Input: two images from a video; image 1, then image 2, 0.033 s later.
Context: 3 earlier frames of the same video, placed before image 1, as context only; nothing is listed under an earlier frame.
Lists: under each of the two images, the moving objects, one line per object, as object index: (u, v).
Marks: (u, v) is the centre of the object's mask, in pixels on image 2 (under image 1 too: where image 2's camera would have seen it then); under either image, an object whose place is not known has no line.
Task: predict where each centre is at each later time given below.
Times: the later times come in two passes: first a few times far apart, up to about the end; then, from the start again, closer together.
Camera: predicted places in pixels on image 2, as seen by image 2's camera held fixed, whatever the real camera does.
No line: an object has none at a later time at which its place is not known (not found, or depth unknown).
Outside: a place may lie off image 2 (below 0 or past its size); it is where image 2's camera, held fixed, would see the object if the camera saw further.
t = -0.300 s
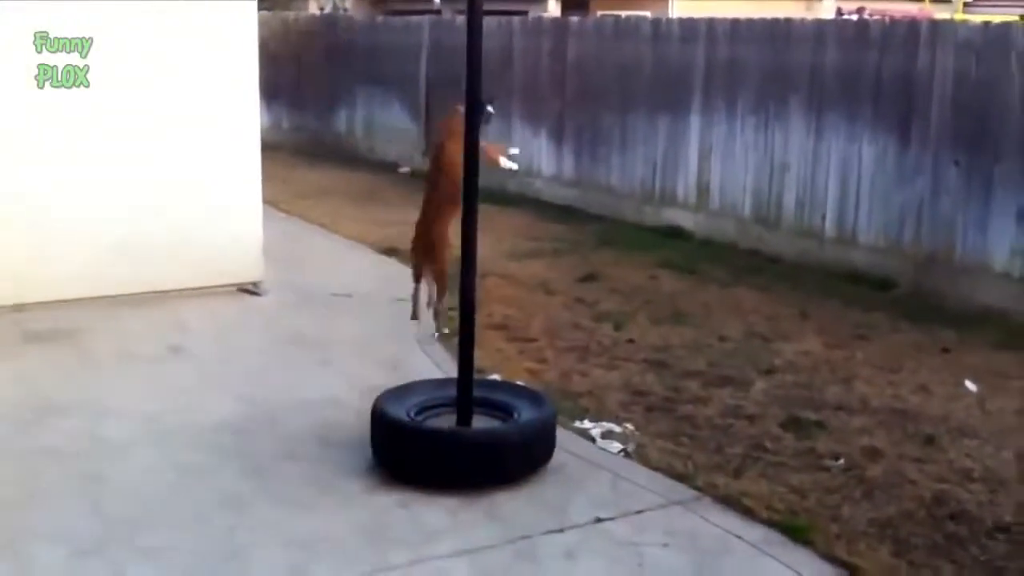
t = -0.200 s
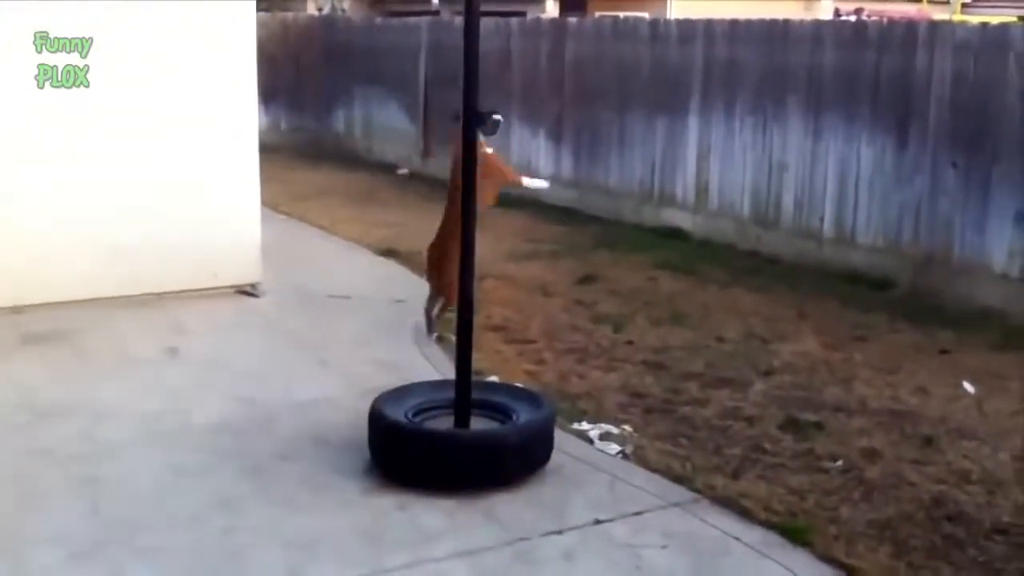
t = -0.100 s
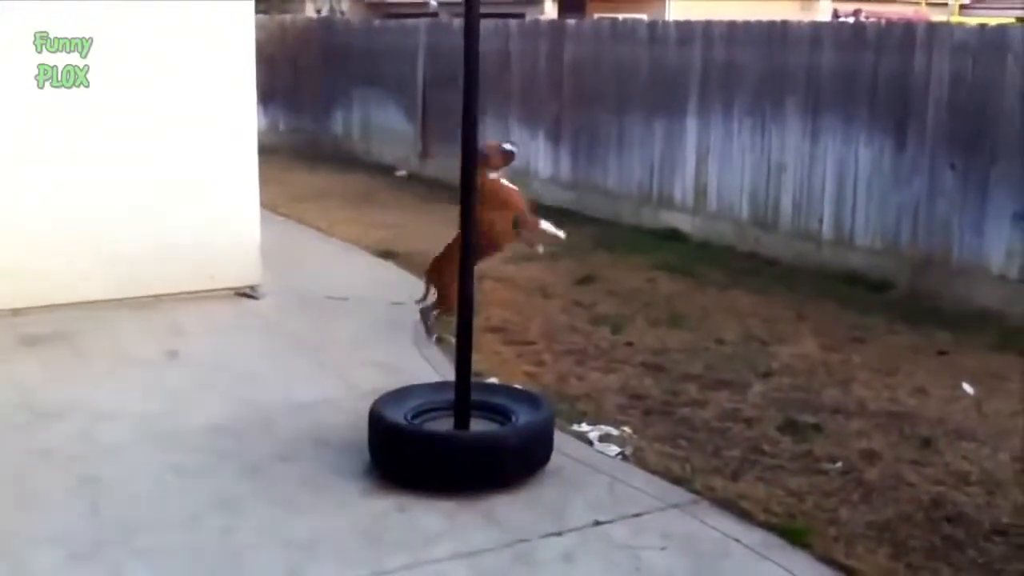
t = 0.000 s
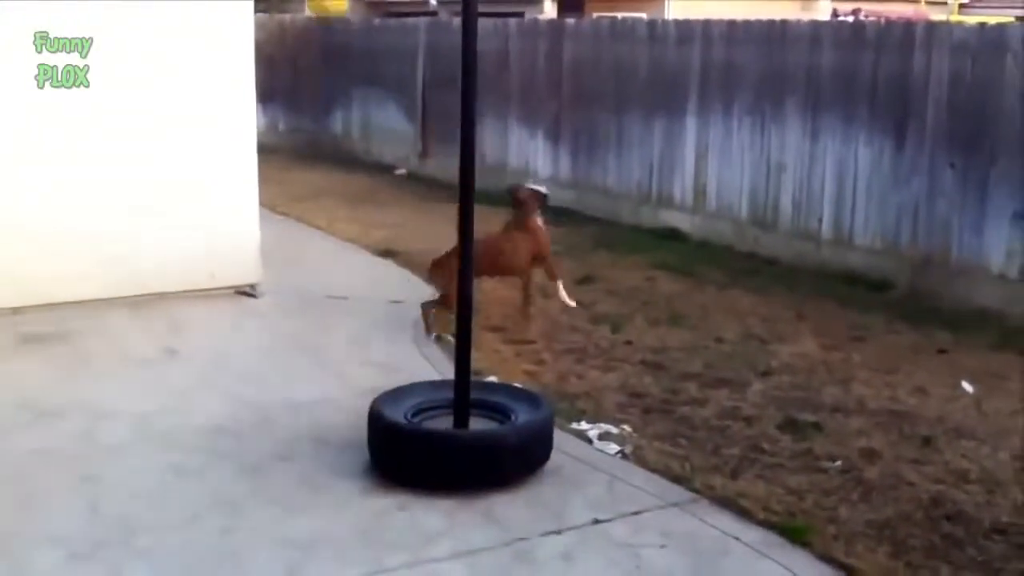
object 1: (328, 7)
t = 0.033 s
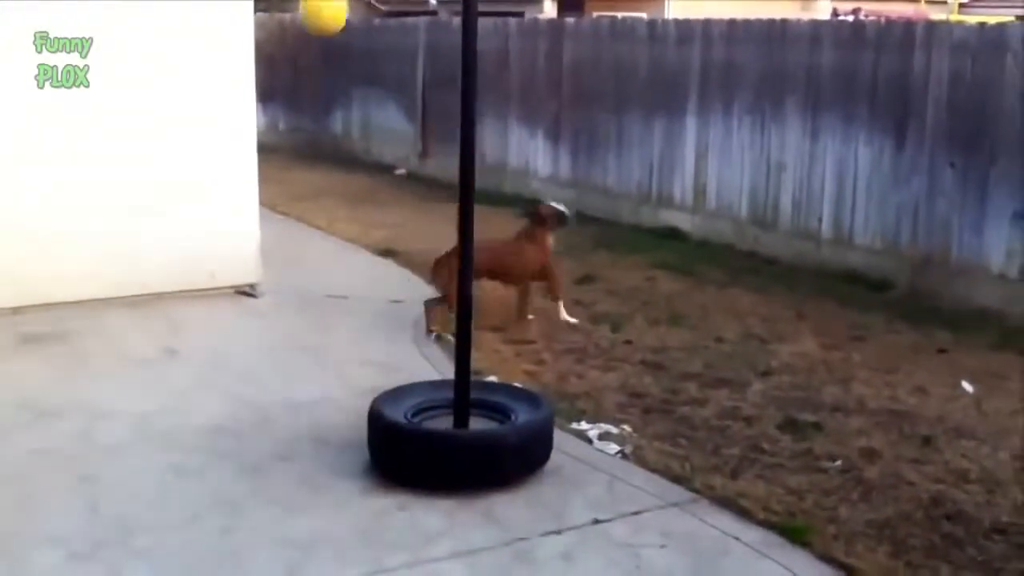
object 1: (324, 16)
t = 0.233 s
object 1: (310, 165)
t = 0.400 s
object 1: (361, 191)
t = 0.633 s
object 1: (421, 228)
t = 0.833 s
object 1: (378, 278)
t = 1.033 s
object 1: (360, 251)
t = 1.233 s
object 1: (356, 271)
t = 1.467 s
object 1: (386, 289)
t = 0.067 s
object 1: (320, 28)
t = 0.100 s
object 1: (318, 52)
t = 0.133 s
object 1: (315, 77)
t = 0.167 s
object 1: (314, 104)
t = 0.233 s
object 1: (310, 165)
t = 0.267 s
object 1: (315, 185)
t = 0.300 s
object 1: (323, 200)
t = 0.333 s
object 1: (335, 201)
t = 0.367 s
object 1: (348, 195)
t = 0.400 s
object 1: (361, 191)
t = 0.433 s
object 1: (374, 190)
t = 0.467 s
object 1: (390, 191)
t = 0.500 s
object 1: (405, 197)
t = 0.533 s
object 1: (421, 203)
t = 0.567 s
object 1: (435, 214)
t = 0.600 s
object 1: (430, 217)
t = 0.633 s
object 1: (421, 228)
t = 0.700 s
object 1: (402, 257)
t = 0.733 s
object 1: (393, 275)
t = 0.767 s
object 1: (385, 295)
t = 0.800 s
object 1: (381, 292)
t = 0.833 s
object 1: (378, 278)
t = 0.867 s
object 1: (375, 266)
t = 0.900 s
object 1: (372, 257)
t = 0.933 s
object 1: (369, 252)
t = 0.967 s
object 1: (367, 249)
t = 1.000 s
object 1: (363, 248)
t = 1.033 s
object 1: (360, 251)
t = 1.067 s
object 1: (357, 259)
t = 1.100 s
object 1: (354, 268)
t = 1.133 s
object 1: (351, 280)
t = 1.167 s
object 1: (351, 283)
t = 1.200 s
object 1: (353, 276)
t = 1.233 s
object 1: (356, 271)
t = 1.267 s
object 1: (360, 268)
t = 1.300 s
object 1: (364, 269)
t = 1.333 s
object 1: (368, 273)
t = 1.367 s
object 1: (372, 278)
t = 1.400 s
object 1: (376, 281)
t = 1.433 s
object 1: (381, 285)
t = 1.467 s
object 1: (386, 289)
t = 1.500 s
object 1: (390, 290)
